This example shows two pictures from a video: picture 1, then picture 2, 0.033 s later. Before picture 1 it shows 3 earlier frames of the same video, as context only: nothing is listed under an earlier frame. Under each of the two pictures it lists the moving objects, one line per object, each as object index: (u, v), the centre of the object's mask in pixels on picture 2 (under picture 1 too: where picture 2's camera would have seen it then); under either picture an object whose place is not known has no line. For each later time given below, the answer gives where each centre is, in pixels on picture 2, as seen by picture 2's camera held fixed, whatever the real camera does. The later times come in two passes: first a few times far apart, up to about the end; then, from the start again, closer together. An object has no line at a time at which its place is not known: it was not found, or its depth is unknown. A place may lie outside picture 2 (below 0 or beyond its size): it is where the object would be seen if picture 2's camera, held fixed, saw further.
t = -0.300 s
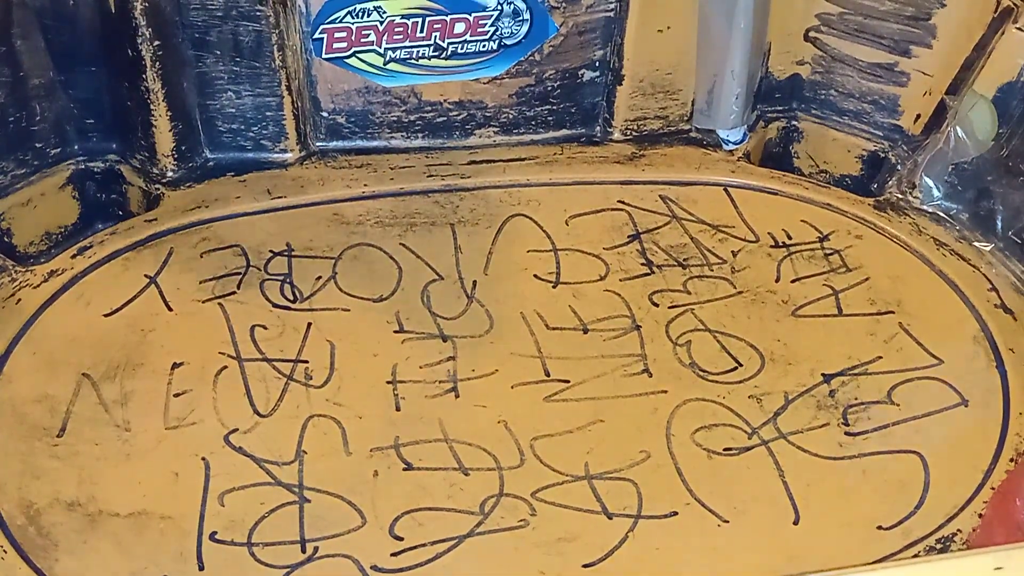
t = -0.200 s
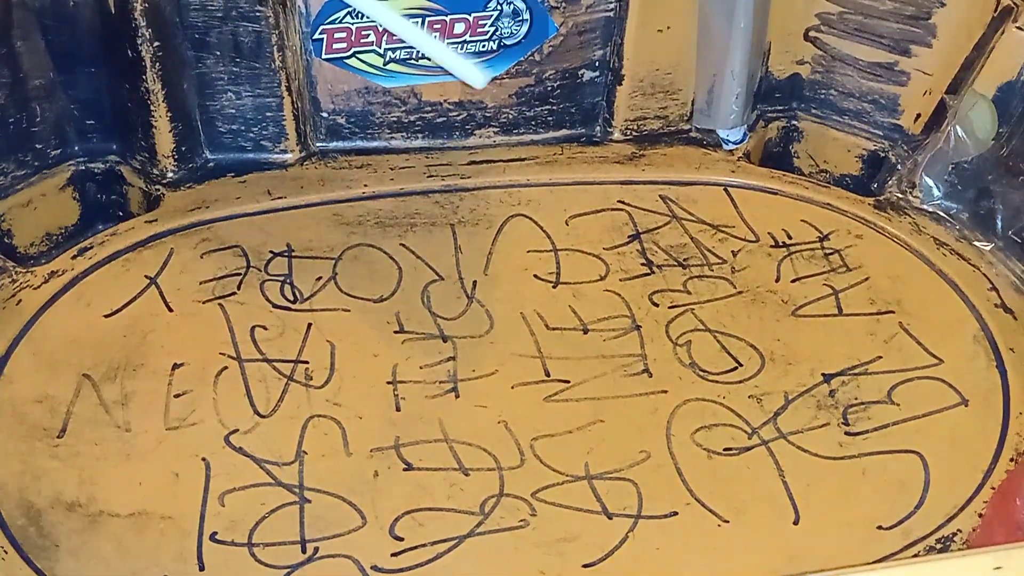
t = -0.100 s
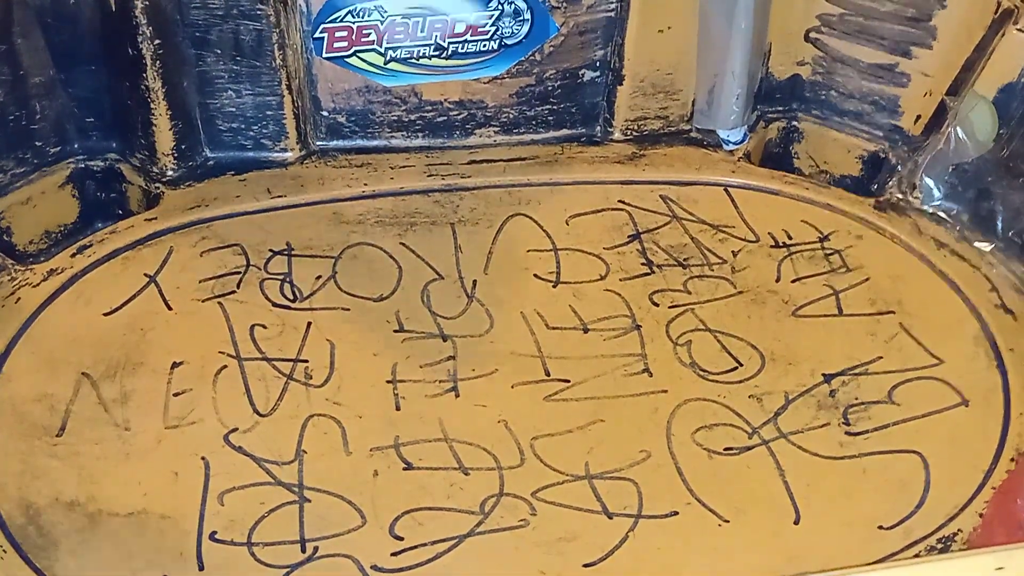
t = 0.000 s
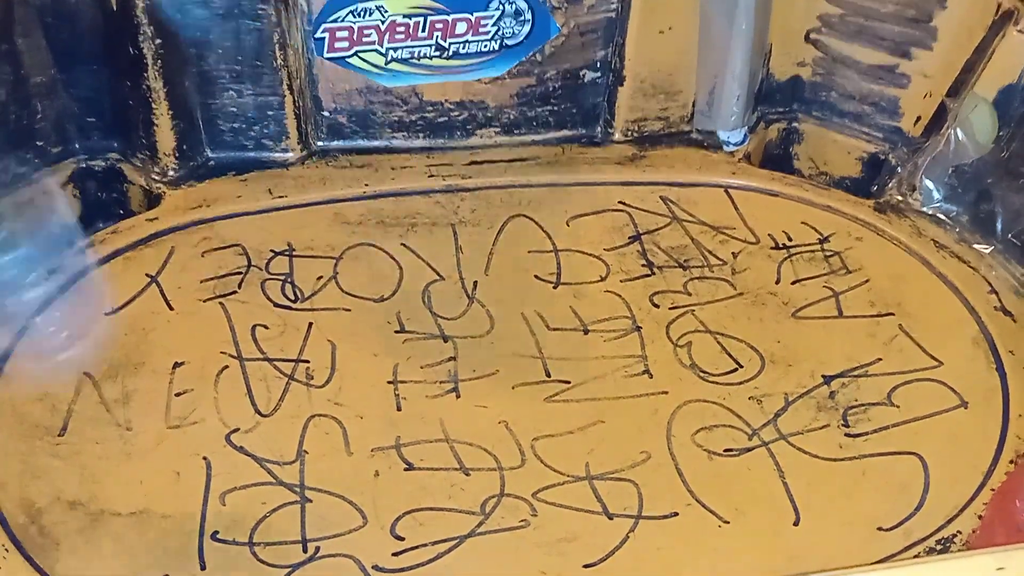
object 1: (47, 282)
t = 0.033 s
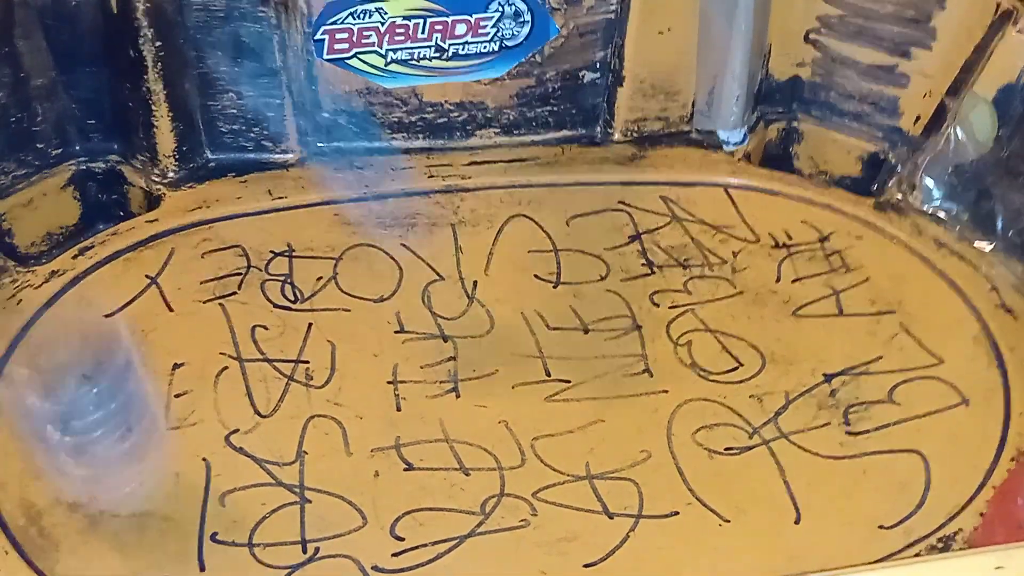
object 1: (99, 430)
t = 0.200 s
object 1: (360, 471)
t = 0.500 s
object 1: (653, 364)
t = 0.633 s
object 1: (617, 279)
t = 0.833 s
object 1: (444, 231)
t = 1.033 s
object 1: (314, 313)
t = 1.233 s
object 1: (334, 482)
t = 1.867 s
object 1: (590, 251)
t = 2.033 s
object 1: (428, 244)
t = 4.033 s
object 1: (605, 422)
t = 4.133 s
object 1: (614, 356)
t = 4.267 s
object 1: (554, 279)
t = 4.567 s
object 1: (314, 251)
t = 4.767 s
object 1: (248, 335)
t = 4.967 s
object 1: (263, 458)
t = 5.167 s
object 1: (482, 490)
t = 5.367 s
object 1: (643, 394)
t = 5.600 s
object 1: (588, 257)
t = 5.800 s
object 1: (422, 232)
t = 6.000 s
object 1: (314, 318)
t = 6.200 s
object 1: (339, 472)
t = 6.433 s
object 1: (590, 478)
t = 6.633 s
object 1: (690, 369)
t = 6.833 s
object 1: (592, 266)
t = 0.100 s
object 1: (190, 427)
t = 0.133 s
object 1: (245, 426)
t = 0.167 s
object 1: (311, 443)
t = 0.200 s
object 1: (360, 471)
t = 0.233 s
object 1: (412, 463)
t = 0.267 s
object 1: (462, 470)
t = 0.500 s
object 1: (653, 364)
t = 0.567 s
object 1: (647, 319)
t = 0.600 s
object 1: (633, 297)
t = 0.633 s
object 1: (617, 279)
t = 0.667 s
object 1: (592, 261)
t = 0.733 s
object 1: (537, 240)
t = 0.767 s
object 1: (506, 232)
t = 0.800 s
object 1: (476, 229)
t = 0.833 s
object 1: (444, 231)
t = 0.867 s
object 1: (413, 234)
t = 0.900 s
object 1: (381, 243)
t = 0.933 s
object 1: (358, 253)
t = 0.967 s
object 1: (336, 271)
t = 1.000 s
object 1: (325, 289)
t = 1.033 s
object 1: (314, 313)
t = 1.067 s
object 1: (309, 340)
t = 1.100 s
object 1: (307, 365)
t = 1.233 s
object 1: (334, 482)
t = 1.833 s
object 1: (621, 262)
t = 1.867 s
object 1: (590, 251)
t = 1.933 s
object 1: (527, 242)
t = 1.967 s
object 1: (494, 240)
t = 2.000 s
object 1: (460, 242)
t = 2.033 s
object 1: (428, 244)
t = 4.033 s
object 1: (605, 422)
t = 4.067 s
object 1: (612, 400)
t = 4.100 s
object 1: (616, 380)
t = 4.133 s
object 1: (614, 356)
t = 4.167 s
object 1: (606, 333)
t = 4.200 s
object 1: (593, 313)
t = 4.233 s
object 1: (575, 296)
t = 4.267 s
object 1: (554, 279)
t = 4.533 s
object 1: (336, 243)
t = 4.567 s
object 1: (314, 251)
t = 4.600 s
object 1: (299, 262)
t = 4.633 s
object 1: (289, 274)
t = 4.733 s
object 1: (256, 317)
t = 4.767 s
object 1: (248, 335)
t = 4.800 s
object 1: (245, 354)
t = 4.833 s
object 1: (243, 375)
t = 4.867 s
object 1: (246, 396)
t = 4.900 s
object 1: (246, 415)
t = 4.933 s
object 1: (250, 438)
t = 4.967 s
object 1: (263, 458)
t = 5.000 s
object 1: (288, 475)
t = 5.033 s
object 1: (322, 491)
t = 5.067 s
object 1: (358, 498)
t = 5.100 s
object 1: (401, 498)
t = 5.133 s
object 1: (442, 496)
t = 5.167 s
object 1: (482, 490)
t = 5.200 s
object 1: (519, 479)
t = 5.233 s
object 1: (554, 465)
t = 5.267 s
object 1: (583, 449)
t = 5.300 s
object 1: (606, 433)
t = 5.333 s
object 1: (627, 414)
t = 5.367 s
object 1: (643, 394)
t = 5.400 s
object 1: (651, 371)
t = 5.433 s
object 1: (653, 351)
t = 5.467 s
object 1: (651, 328)
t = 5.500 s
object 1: (641, 307)
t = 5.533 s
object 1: (627, 287)
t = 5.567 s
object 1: (611, 271)
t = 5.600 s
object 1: (588, 257)
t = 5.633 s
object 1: (565, 248)
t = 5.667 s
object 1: (539, 239)
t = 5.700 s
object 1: (510, 232)
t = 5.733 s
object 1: (483, 230)
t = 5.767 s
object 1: (452, 230)
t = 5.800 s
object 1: (422, 232)
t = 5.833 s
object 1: (395, 237)
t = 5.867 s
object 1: (368, 246)
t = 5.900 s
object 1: (347, 257)
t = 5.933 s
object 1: (331, 274)
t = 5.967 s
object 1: (322, 294)
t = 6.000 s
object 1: (314, 318)
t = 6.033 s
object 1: (310, 342)
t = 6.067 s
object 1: (308, 366)
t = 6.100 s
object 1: (311, 393)
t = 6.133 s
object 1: (312, 423)
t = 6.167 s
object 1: (320, 449)
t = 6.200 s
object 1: (339, 472)
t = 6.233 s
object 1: (366, 489)
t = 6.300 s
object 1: (444, 502)
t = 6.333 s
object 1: (482, 502)
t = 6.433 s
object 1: (590, 478)
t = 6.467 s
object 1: (620, 465)
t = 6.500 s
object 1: (646, 450)
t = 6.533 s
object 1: (667, 432)
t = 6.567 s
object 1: (682, 412)
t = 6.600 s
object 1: (688, 389)
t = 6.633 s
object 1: (690, 369)
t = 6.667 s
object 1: (683, 348)
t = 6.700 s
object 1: (674, 328)
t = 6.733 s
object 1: (659, 308)
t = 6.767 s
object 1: (641, 291)
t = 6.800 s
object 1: (619, 278)
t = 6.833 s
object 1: (592, 266)
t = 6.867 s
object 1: (567, 259)
